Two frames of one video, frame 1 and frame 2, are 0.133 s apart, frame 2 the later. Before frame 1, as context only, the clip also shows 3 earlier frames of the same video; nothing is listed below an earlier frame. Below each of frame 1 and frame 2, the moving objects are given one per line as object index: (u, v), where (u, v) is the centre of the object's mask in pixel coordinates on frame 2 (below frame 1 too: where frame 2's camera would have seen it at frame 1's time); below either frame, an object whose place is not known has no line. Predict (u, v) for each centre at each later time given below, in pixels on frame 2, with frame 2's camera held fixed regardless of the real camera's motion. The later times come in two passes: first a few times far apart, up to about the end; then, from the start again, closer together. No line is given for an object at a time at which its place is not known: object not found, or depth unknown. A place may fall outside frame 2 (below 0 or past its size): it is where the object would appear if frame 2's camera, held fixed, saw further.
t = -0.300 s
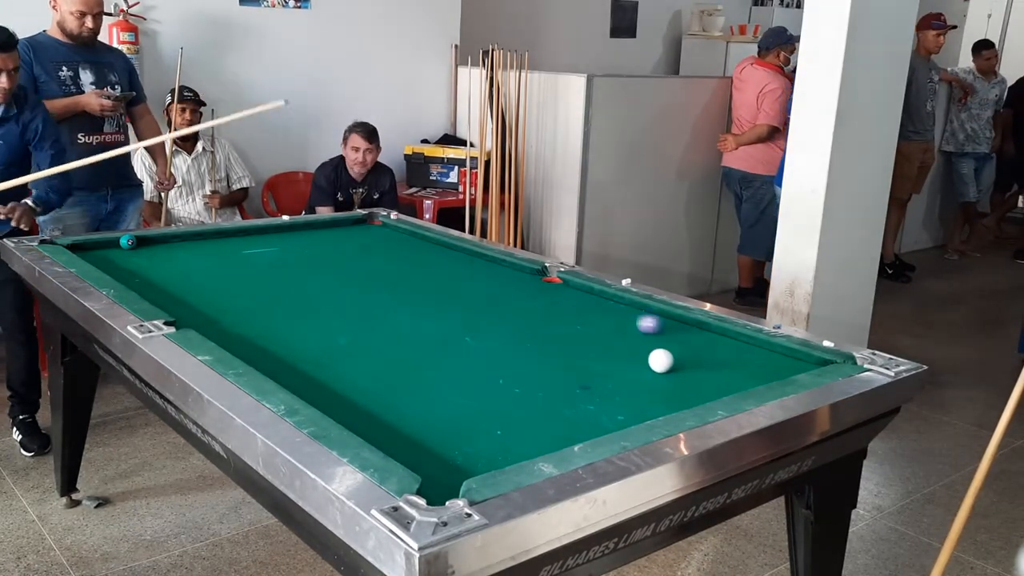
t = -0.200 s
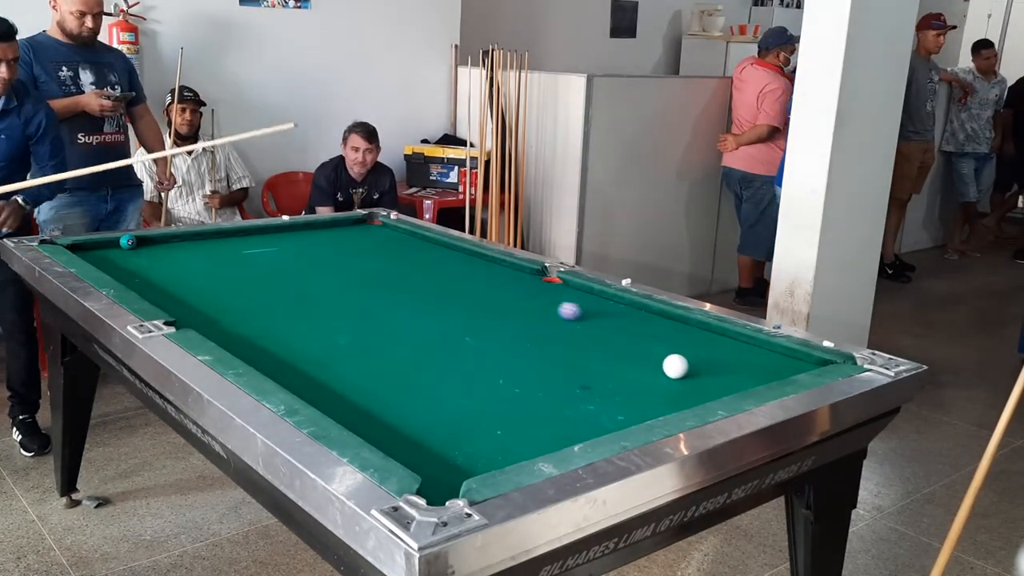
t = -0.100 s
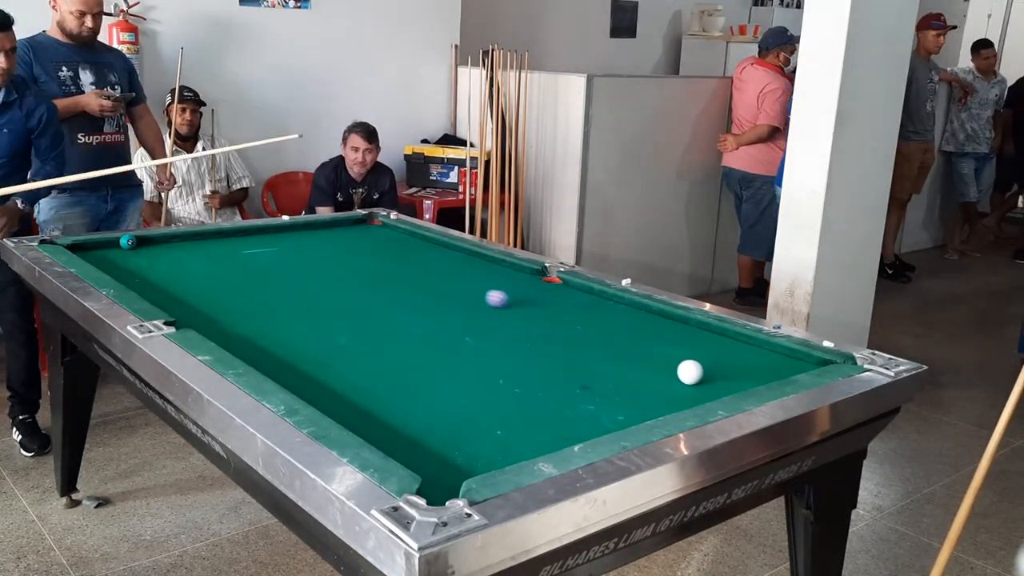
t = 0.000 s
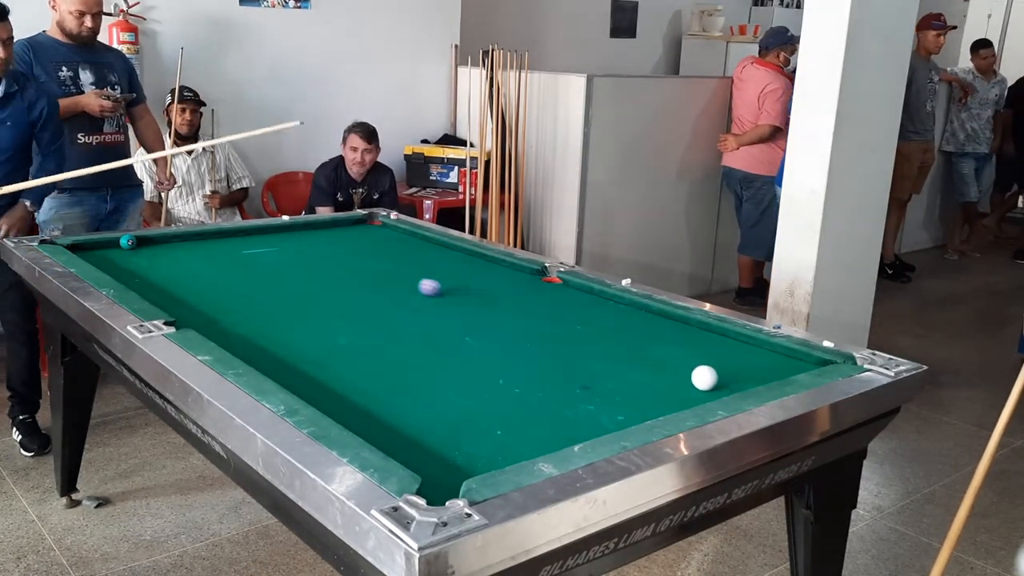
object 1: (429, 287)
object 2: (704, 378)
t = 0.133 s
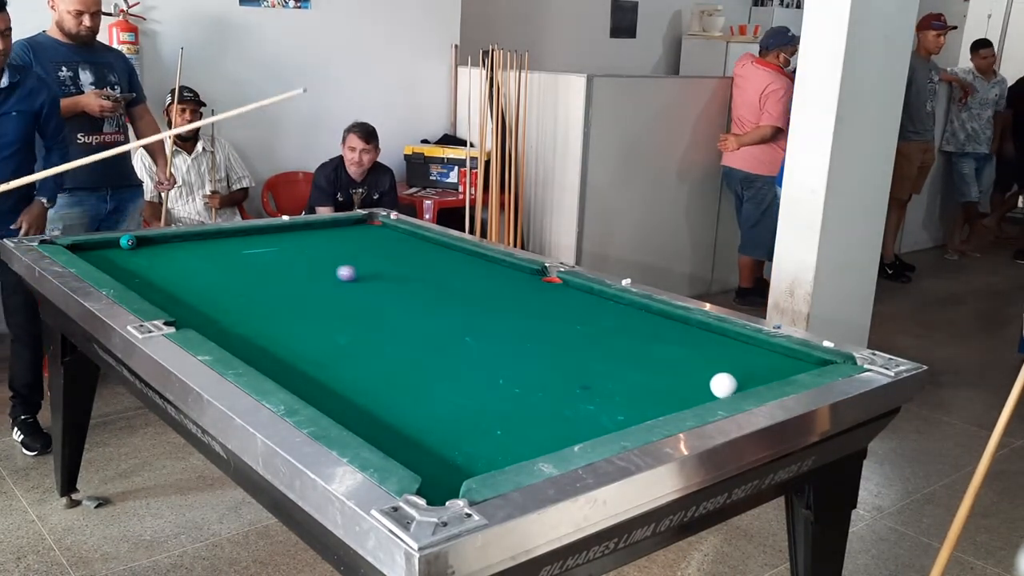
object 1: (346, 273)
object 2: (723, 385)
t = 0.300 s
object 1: (252, 257)
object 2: (729, 387)
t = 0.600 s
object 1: (133, 250)
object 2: (698, 385)
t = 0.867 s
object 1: (142, 275)
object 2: (673, 382)
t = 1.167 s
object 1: (257, 293)
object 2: (651, 378)
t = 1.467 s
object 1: (381, 313)
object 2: (633, 375)
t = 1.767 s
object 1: (512, 333)
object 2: (621, 373)
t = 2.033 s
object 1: (636, 353)
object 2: (614, 372)
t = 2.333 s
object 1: (787, 373)
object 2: (610, 371)
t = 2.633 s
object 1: (760, 343)
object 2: (610, 371)
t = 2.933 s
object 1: (680, 333)
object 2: (610, 371)
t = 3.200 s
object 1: (616, 324)
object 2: (609, 370)
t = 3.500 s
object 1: (551, 315)
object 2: (610, 371)
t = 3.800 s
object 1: (493, 308)
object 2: (610, 371)
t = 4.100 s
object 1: (442, 301)
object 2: (610, 371)
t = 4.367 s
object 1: (400, 295)
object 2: (610, 371)
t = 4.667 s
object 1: (358, 290)
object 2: (610, 371)
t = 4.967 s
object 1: (320, 285)
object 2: (609, 371)
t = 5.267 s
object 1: (286, 281)
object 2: (609, 371)
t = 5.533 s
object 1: (261, 278)
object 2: (609, 370)
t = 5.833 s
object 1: (235, 275)
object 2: (610, 371)
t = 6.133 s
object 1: (214, 272)
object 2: (610, 371)
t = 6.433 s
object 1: (197, 270)
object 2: (610, 371)
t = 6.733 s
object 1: (183, 269)
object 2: (610, 371)
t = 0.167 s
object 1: (326, 270)
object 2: (727, 386)
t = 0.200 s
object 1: (307, 266)
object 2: (731, 386)
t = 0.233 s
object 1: (288, 263)
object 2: (736, 387)
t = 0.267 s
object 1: (269, 260)
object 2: (733, 387)
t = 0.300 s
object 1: (252, 257)
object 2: (729, 387)
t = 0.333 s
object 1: (234, 254)
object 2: (726, 387)
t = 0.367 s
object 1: (217, 251)
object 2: (722, 387)
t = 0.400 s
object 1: (200, 248)
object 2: (719, 388)
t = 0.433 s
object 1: (183, 245)
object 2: (715, 388)
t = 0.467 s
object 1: (166, 242)
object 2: (712, 387)
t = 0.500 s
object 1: (151, 240)
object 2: (708, 387)
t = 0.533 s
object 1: (143, 242)
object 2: (705, 386)
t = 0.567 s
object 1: (138, 246)
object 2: (701, 386)
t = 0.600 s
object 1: (133, 250)
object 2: (698, 385)
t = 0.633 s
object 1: (127, 254)
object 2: (695, 385)
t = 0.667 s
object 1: (120, 258)
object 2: (691, 384)
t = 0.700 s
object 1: (113, 261)
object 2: (688, 384)
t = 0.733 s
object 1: (107, 265)
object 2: (685, 383)
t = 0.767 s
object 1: (105, 267)
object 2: (682, 383)
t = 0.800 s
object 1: (117, 271)
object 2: (679, 383)
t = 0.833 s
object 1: (130, 272)
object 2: (676, 382)
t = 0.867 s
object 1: (142, 275)
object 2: (673, 382)
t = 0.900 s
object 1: (154, 277)
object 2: (671, 381)
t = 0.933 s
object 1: (167, 279)
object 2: (668, 381)
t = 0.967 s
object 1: (179, 281)
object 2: (665, 380)
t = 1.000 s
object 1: (193, 283)
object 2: (663, 380)
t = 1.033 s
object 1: (205, 285)
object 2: (661, 379)
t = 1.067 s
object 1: (218, 287)
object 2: (658, 379)
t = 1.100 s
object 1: (231, 289)
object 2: (655, 379)
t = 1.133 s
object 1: (244, 291)
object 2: (653, 378)
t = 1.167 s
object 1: (257, 293)
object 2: (651, 378)
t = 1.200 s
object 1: (270, 296)
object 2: (648, 378)
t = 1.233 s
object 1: (284, 298)
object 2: (646, 377)
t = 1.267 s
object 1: (298, 299)
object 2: (644, 377)
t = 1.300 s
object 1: (311, 302)
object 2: (642, 376)
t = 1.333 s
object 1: (325, 304)
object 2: (640, 376)
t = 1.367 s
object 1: (339, 306)
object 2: (639, 376)
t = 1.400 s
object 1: (353, 308)
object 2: (637, 376)
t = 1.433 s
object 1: (366, 310)
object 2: (635, 375)
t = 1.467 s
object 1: (381, 313)
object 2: (633, 375)
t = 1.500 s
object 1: (395, 315)
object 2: (632, 375)
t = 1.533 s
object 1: (409, 317)
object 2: (630, 375)
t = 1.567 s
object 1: (424, 320)
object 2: (629, 374)
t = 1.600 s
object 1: (438, 322)
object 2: (627, 374)
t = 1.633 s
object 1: (452, 323)
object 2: (626, 374)
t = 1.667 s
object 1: (467, 326)
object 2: (624, 373)
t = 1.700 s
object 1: (482, 328)
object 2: (623, 373)
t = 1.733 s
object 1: (497, 331)
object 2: (622, 373)
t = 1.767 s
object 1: (512, 333)
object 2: (621, 373)
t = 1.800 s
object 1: (527, 336)
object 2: (620, 373)
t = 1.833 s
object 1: (542, 338)
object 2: (619, 372)
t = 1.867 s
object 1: (558, 340)
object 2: (618, 372)
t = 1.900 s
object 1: (573, 343)
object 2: (617, 372)
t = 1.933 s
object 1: (589, 346)
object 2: (616, 372)
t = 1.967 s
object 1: (604, 348)
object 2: (615, 372)
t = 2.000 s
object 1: (621, 351)
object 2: (614, 372)
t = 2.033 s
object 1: (636, 353)
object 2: (614, 372)
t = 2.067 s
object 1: (653, 356)
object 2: (613, 371)
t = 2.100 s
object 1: (670, 358)
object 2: (612, 371)
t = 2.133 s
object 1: (687, 361)
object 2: (612, 371)
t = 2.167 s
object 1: (703, 364)
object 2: (612, 371)
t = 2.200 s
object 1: (721, 366)
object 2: (611, 371)
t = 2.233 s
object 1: (737, 369)
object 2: (611, 371)
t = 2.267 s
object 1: (754, 372)
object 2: (611, 371)
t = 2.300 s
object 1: (771, 373)
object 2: (610, 371)
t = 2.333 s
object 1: (787, 373)
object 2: (610, 371)
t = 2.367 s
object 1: (785, 370)
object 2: (610, 371)
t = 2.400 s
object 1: (782, 368)
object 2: (610, 371)
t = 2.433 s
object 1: (778, 364)
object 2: (610, 371)
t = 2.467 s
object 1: (775, 361)
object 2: (610, 371)
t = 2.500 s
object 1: (772, 357)
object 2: (610, 371)
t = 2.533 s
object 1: (769, 353)
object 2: (610, 371)
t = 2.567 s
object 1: (767, 350)
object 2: (610, 371)
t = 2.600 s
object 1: (764, 346)
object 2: (610, 371)
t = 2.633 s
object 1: (760, 343)
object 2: (610, 371)
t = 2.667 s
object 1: (751, 342)
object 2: (610, 371)
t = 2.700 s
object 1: (742, 341)
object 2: (610, 371)
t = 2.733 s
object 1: (732, 339)
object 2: (610, 371)
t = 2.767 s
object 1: (723, 338)
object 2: (610, 371)
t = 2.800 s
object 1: (714, 337)
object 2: (610, 371)
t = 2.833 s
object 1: (706, 336)
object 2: (610, 371)
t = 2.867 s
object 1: (697, 335)
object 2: (610, 371)
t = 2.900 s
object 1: (688, 334)
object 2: (610, 371)
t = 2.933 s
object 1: (680, 333)
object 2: (610, 371)
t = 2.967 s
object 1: (671, 332)
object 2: (610, 371)
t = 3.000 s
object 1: (663, 330)
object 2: (610, 371)
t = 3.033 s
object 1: (655, 330)
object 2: (610, 371)
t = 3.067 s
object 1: (647, 328)
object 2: (610, 371)
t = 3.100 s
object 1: (639, 328)
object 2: (609, 371)
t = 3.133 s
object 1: (632, 327)
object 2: (609, 371)
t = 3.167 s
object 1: (624, 325)
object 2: (610, 371)
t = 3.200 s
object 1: (616, 324)
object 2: (609, 370)
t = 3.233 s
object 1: (608, 323)
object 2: (609, 370)
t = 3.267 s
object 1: (600, 322)
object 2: (609, 370)
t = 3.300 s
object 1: (593, 321)
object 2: (609, 370)
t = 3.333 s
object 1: (586, 320)
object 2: (609, 370)
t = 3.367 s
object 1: (579, 319)
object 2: (609, 371)
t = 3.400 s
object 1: (572, 318)
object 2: (610, 371)
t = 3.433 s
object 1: (565, 317)
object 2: (609, 371)
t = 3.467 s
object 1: (558, 317)
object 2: (610, 371)
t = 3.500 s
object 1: (551, 315)
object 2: (610, 371)
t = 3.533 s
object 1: (544, 315)
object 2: (610, 371)
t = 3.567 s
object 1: (538, 314)
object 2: (610, 371)
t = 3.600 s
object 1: (531, 313)
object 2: (610, 371)
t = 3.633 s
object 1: (525, 312)
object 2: (610, 371)
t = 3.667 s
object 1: (518, 311)
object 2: (610, 371)
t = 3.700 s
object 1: (512, 310)
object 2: (610, 371)
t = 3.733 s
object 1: (506, 309)
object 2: (610, 371)
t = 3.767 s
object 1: (499, 309)
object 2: (610, 371)
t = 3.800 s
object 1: (493, 308)
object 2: (610, 371)
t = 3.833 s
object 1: (488, 307)
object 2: (610, 371)
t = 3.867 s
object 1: (481, 306)
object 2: (610, 371)
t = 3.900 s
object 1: (476, 305)
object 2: (610, 371)
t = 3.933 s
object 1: (469, 305)
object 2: (610, 371)
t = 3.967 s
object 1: (464, 304)
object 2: (610, 371)
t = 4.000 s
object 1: (458, 303)
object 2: (610, 371)
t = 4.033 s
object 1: (452, 302)
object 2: (610, 371)
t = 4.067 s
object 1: (447, 302)
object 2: (610, 371)
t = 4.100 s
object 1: (442, 301)
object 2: (610, 371)
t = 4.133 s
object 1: (436, 300)
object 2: (610, 371)
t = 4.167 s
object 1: (431, 299)
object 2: (610, 371)
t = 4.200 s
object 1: (425, 299)
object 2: (610, 371)
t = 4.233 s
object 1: (420, 298)
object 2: (610, 371)
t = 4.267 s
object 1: (415, 297)
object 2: (610, 371)
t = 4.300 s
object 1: (410, 297)
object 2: (610, 371)
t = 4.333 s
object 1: (405, 296)
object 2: (610, 371)
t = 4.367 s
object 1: (400, 295)
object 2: (610, 371)
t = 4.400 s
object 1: (395, 295)
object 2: (610, 371)
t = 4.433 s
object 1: (390, 294)
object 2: (610, 371)
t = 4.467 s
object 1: (385, 294)
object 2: (610, 371)
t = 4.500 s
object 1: (381, 293)
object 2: (610, 371)
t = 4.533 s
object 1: (376, 292)
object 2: (610, 371)
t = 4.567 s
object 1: (372, 292)
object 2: (610, 371)
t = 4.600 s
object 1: (367, 291)
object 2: (610, 371)
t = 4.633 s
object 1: (362, 291)
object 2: (610, 371)
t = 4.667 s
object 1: (358, 290)
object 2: (610, 371)
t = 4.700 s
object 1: (353, 290)
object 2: (610, 371)
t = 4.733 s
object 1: (349, 289)
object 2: (610, 371)
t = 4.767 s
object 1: (345, 288)
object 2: (610, 371)
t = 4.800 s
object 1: (341, 288)
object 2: (610, 371)
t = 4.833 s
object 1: (336, 287)
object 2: (610, 371)
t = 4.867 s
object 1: (332, 287)
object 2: (610, 371)
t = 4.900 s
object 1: (329, 286)
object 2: (609, 371)
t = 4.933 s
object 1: (324, 286)
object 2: (609, 371)
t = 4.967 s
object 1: (320, 285)
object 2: (609, 371)
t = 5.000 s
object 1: (316, 285)
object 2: (610, 371)
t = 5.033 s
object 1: (312, 284)
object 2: (609, 371)
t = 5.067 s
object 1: (308, 284)
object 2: (610, 371)
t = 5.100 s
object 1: (305, 283)
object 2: (609, 371)
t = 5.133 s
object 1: (301, 283)
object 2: (610, 371)
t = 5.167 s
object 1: (298, 282)
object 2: (610, 371)
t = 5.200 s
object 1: (293, 282)
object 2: (610, 371)
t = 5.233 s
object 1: (290, 281)
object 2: (610, 371)
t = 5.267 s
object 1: (286, 281)
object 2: (609, 371)
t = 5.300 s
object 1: (283, 281)
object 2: (609, 371)
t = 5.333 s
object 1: (280, 281)
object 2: (609, 371)
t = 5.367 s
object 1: (276, 280)
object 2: (609, 371)
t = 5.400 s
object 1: (273, 280)
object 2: (609, 371)
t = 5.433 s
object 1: (270, 279)
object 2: (609, 371)
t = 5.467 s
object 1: (267, 279)
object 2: (610, 371)
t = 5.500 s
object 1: (264, 278)
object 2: (610, 371)
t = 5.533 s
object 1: (261, 278)
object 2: (609, 370)
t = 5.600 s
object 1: (255, 277)
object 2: (610, 371)
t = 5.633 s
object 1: (252, 277)
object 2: (610, 371)
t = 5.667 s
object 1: (249, 277)
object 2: (610, 371)
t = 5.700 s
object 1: (247, 276)
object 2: (610, 371)
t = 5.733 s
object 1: (243, 276)
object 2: (610, 371)
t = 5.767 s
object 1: (241, 275)
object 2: (610, 371)
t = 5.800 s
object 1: (238, 275)
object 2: (610, 371)
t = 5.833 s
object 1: (235, 275)
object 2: (610, 371)
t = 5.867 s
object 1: (233, 275)
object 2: (610, 371)
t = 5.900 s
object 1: (231, 275)
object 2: (610, 371)
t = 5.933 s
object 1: (228, 274)
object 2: (610, 371)
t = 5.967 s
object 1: (225, 274)
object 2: (610, 371)
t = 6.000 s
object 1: (223, 274)
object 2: (610, 371)
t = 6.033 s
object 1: (221, 273)
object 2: (610, 371)
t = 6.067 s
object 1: (218, 273)
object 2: (610, 371)
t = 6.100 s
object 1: (216, 273)
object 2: (610, 371)
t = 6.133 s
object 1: (214, 272)
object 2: (610, 371)
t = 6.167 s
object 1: (212, 272)
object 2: (610, 371)
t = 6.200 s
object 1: (210, 272)
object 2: (610, 371)
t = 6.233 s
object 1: (208, 272)
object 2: (610, 371)
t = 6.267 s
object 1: (206, 271)
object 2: (610, 371)
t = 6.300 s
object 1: (204, 271)
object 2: (610, 371)
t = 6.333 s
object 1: (202, 271)
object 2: (610, 371)
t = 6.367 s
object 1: (201, 271)
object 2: (610, 371)
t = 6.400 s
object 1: (199, 270)
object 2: (610, 371)
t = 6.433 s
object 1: (197, 270)
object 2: (610, 371)
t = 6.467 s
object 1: (195, 270)
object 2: (610, 371)
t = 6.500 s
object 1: (194, 270)
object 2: (610, 371)
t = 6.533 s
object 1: (192, 270)
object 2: (610, 371)
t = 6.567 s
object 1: (190, 269)
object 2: (610, 371)
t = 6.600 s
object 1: (189, 269)
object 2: (610, 371)
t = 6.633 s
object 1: (187, 269)
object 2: (610, 371)
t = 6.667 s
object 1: (186, 269)
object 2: (610, 371)
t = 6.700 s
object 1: (185, 269)
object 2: (610, 371)
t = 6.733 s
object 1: (183, 269)
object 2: (610, 371)
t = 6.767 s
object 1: (182, 269)
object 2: (610, 371)
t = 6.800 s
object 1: (180, 269)
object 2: (610, 371)
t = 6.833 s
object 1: (179, 269)
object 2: (610, 371)
